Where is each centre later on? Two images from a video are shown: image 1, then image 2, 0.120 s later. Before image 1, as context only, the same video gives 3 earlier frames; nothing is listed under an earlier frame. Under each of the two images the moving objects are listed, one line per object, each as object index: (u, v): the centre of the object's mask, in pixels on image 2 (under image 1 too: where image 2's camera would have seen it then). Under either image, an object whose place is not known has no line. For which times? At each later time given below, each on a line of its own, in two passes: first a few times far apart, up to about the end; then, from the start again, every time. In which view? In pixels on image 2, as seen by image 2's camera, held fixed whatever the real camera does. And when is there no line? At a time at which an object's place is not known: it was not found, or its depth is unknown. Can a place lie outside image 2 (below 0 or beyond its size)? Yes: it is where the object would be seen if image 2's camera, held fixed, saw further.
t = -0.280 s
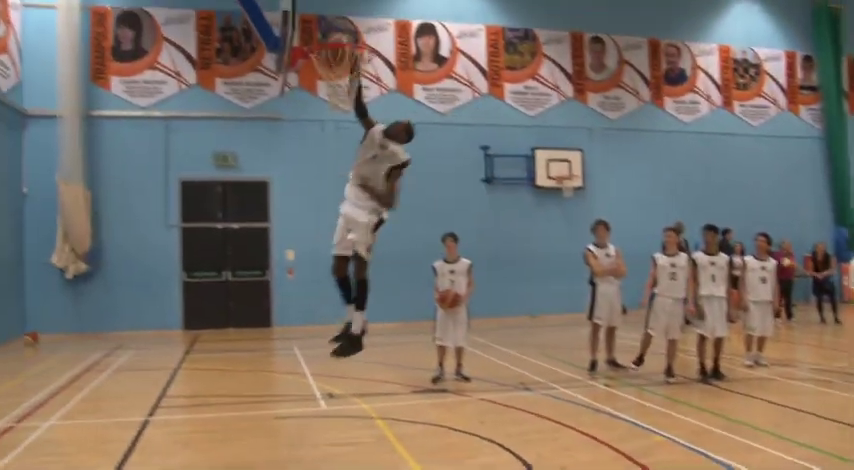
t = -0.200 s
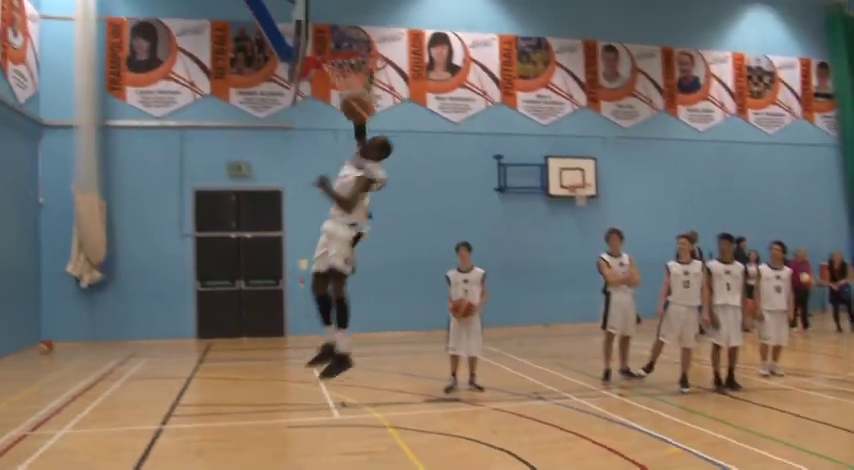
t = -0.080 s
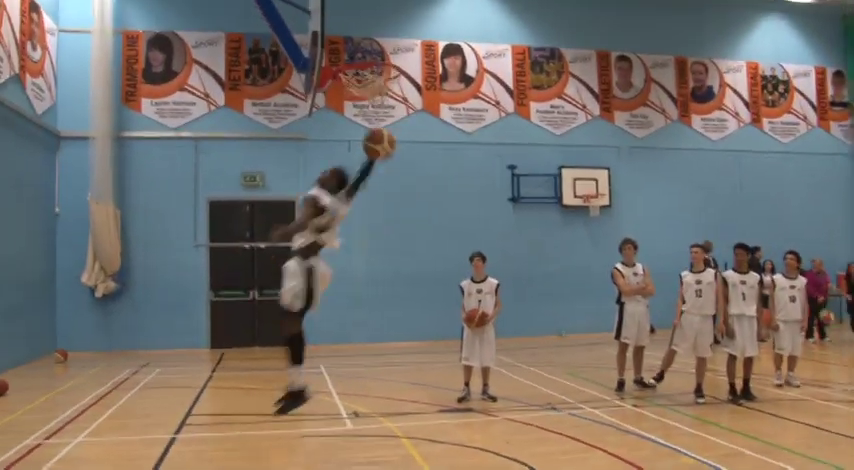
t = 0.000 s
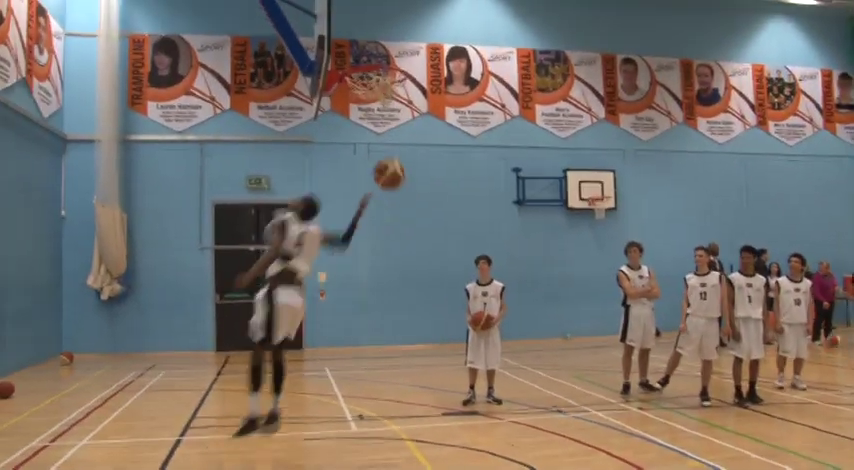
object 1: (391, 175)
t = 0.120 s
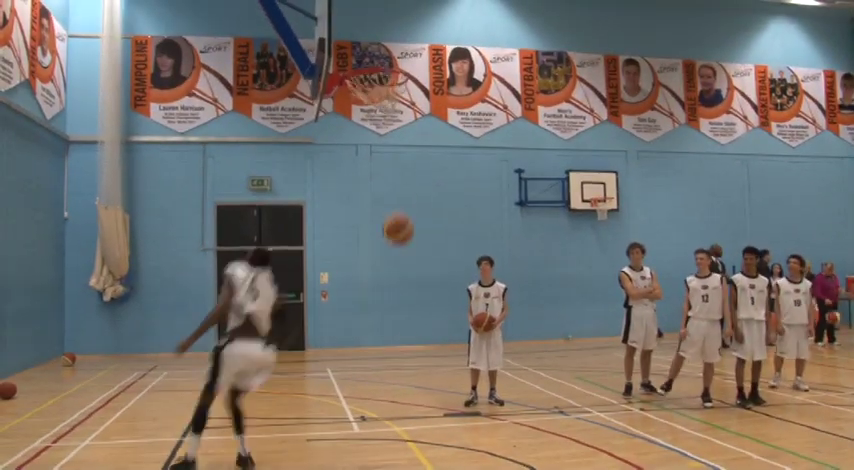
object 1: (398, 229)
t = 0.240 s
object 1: (404, 298)
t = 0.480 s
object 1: (415, 429)
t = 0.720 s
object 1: (420, 317)
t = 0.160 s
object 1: (400, 251)
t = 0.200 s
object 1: (402, 273)
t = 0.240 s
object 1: (404, 298)
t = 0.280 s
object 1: (406, 325)
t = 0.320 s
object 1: (407, 351)
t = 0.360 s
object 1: (409, 380)
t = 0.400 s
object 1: (411, 409)
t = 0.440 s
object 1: (413, 444)
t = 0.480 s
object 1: (415, 429)
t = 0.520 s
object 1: (416, 405)
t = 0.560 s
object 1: (416, 386)
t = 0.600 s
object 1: (418, 367)
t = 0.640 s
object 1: (420, 348)
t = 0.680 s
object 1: (421, 332)
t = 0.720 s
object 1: (420, 317)
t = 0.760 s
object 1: (423, 307)
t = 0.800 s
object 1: (425, 297)
